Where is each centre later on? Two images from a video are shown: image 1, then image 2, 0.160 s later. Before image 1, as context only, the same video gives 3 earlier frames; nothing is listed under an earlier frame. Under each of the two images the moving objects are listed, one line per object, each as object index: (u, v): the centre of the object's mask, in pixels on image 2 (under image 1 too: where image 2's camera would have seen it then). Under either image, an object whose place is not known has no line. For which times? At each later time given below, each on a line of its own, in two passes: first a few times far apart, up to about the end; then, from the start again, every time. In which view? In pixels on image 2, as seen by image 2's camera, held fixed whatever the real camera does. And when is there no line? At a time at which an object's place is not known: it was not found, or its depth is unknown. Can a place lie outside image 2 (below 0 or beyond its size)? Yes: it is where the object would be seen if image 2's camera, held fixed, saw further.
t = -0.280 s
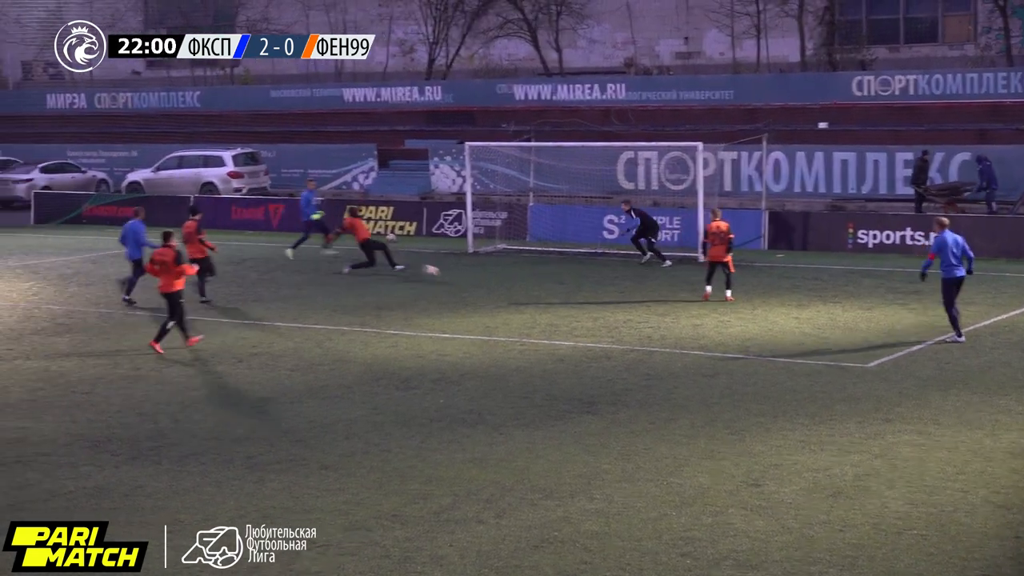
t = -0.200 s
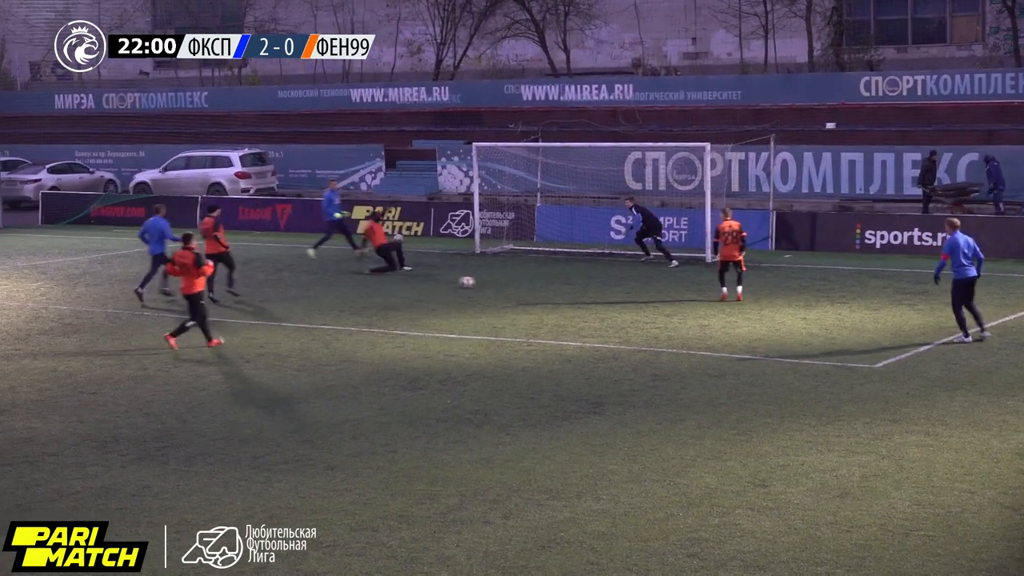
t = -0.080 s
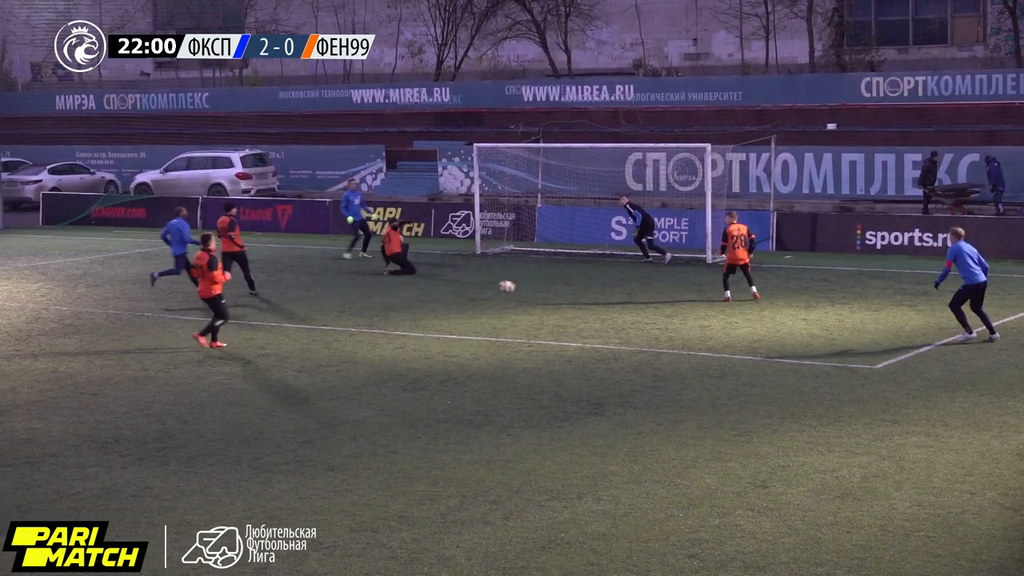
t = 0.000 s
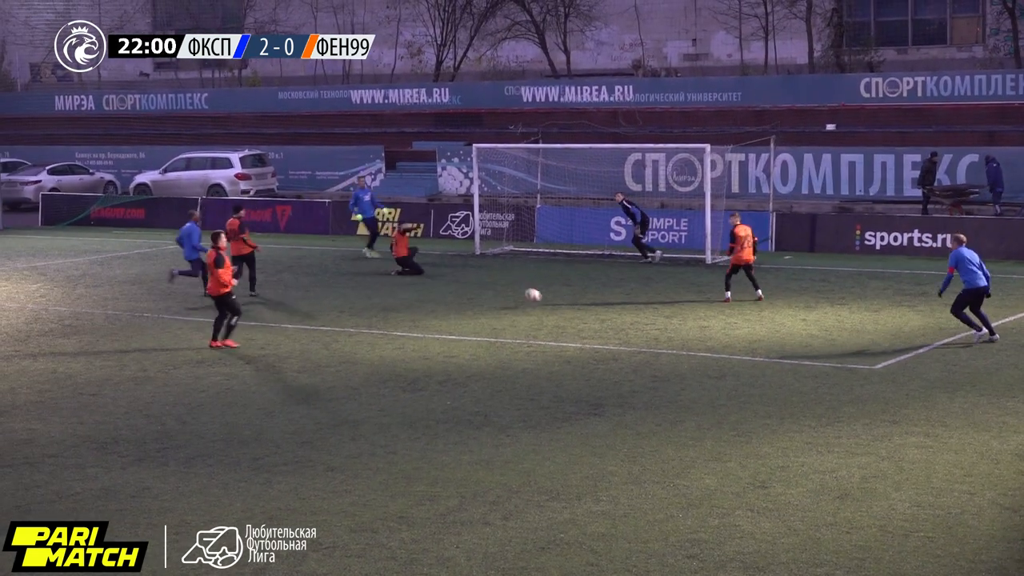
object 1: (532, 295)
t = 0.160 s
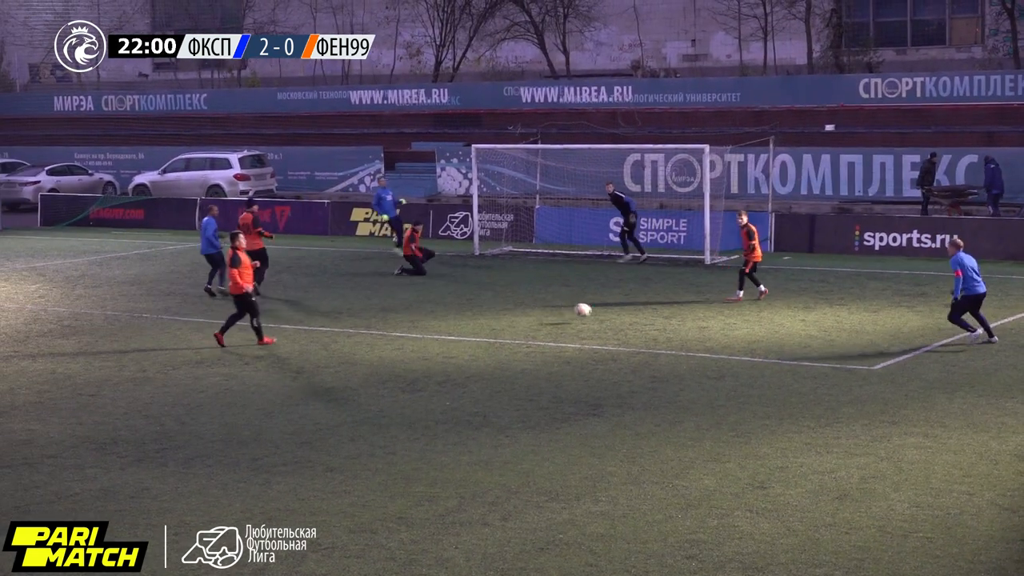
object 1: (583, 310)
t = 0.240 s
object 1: (606, 314)
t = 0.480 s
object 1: (673, 339)
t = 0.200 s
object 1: (595, 311)
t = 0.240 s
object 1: (606, 314)
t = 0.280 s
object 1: (618, 319)
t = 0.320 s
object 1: (630, 324)
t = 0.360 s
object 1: (641, 332)
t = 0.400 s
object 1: (652, 339)
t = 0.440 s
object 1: (663, 338)
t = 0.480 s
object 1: (673, 339)
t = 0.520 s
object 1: (682, 342)
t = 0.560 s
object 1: (694, 345)
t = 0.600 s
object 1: (703, 350)
